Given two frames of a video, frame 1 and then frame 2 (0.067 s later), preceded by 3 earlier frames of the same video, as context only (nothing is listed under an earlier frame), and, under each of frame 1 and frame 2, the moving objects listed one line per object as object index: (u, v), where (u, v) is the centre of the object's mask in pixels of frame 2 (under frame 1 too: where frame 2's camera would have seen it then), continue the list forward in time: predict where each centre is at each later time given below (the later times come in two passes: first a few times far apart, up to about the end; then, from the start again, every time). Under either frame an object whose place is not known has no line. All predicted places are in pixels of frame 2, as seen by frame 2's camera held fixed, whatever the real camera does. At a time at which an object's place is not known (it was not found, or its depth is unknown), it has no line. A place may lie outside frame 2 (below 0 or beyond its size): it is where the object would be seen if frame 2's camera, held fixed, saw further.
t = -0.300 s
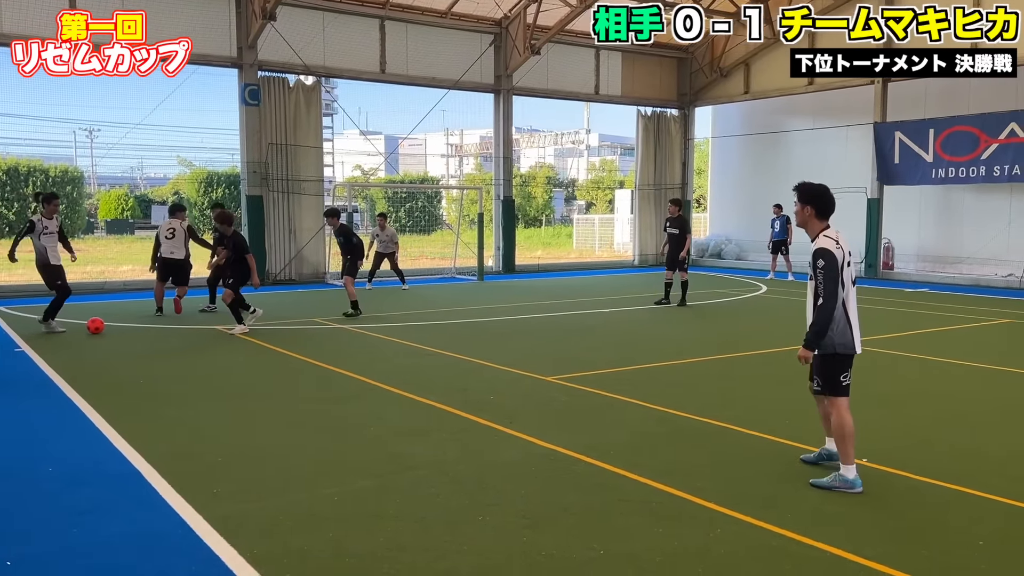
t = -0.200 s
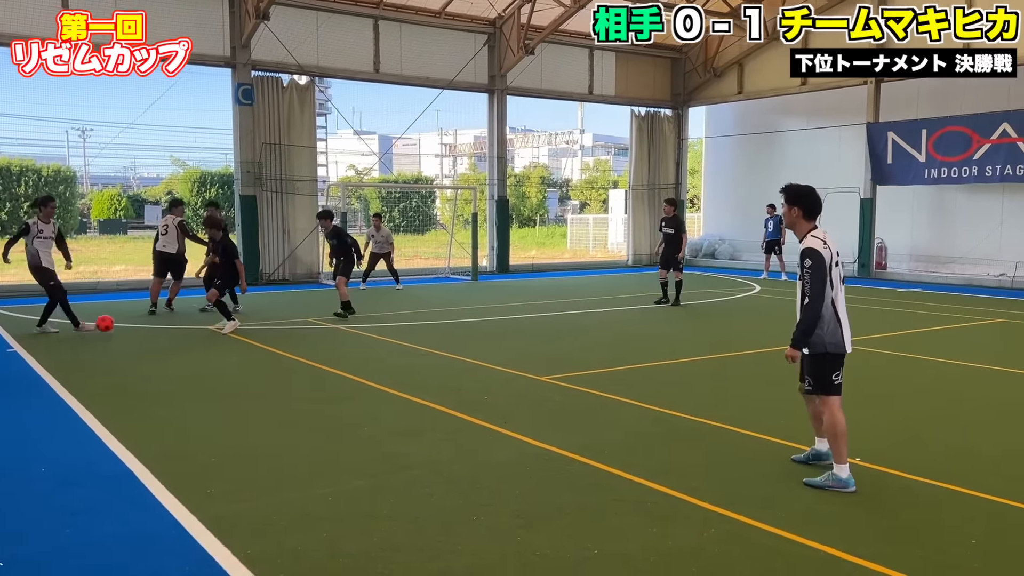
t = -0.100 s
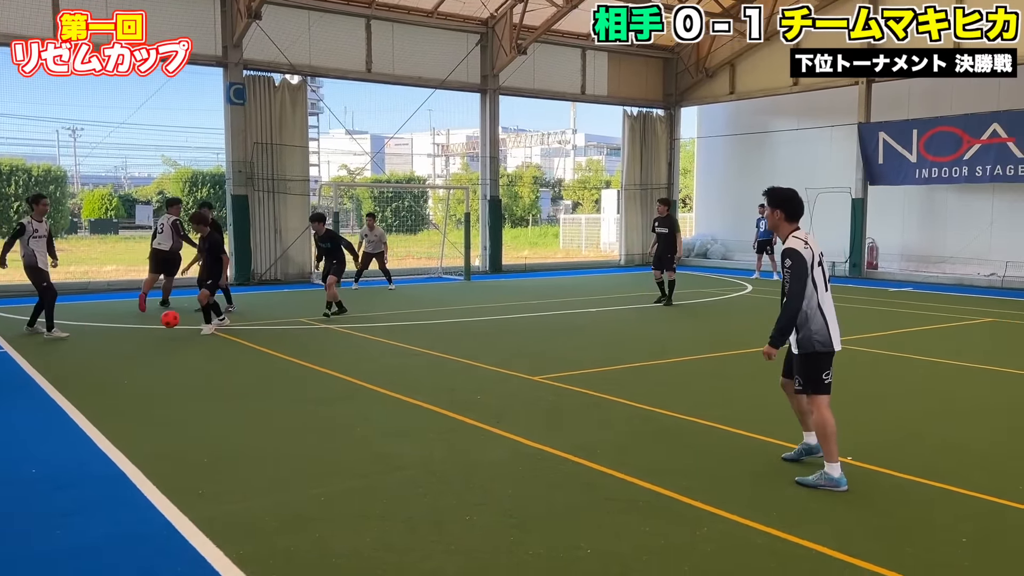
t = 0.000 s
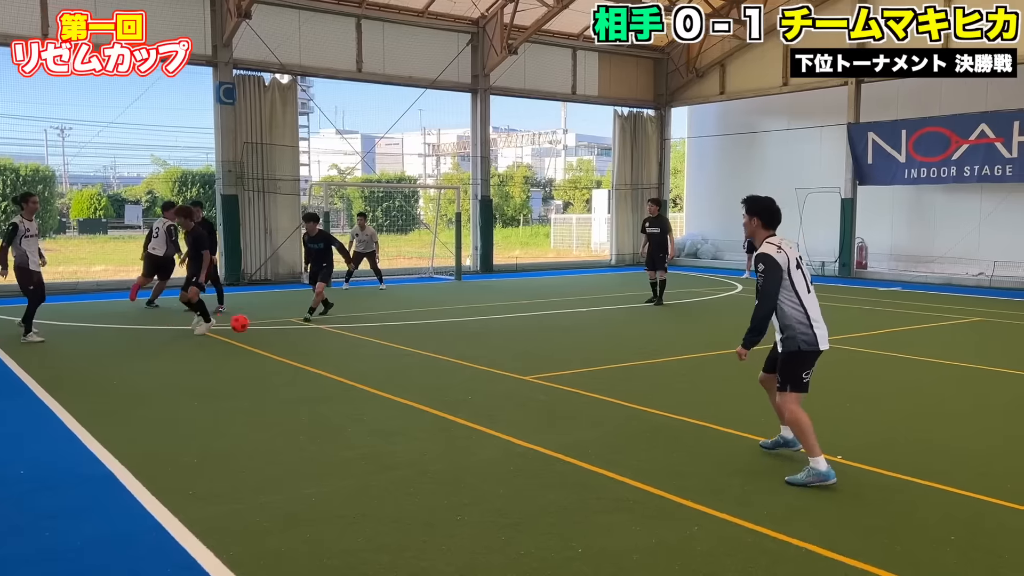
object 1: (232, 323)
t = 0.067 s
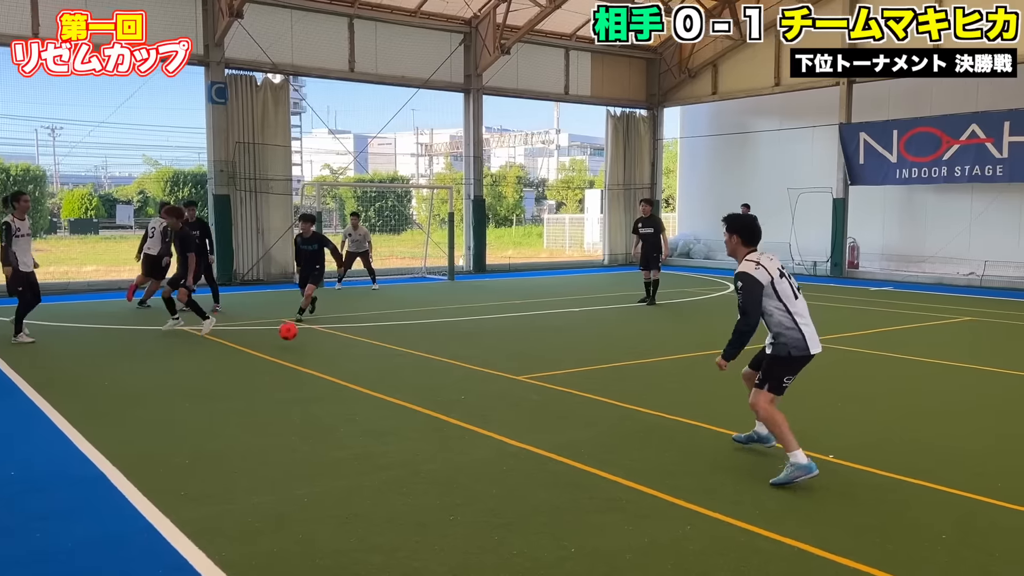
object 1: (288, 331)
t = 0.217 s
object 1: (404, 339)
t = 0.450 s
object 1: (571, 350)
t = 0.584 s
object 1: (660, 356)
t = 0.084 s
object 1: (302, 334)
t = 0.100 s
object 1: (317, 337)
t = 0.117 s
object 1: (331, 340)
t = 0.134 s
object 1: (344, 341)
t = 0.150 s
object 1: (357, 340)
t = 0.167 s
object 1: (369, 339)
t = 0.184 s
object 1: (380, 339)
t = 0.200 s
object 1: (392, 339)
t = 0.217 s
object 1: (404, 339)
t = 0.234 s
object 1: (416, 339)
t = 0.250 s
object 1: (429, 340)
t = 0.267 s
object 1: (441, 341)
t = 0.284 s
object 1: (454, 342)
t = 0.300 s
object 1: (467, 343)
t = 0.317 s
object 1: (479, 345)
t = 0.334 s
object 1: (492, 347)
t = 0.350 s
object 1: (504, 349)
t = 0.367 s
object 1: (515, 349)
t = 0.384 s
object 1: (526, 348)
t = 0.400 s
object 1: (537, 348)
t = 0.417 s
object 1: (549, 348)
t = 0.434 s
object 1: (560, 349)
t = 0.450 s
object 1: (571, 350)
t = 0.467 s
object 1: (583, 351)
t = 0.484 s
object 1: (594, 352)
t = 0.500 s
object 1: (606, 354)
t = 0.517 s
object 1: (617, 355)
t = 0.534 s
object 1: (628, 355)
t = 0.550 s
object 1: (638, 355)
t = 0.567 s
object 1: (649, 355)
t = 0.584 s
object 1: (660, 356)
